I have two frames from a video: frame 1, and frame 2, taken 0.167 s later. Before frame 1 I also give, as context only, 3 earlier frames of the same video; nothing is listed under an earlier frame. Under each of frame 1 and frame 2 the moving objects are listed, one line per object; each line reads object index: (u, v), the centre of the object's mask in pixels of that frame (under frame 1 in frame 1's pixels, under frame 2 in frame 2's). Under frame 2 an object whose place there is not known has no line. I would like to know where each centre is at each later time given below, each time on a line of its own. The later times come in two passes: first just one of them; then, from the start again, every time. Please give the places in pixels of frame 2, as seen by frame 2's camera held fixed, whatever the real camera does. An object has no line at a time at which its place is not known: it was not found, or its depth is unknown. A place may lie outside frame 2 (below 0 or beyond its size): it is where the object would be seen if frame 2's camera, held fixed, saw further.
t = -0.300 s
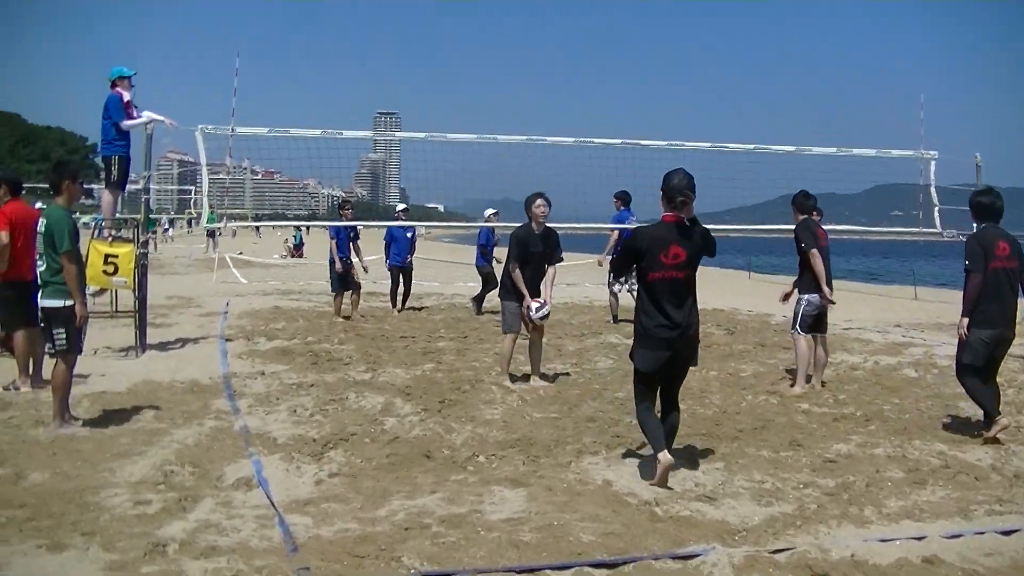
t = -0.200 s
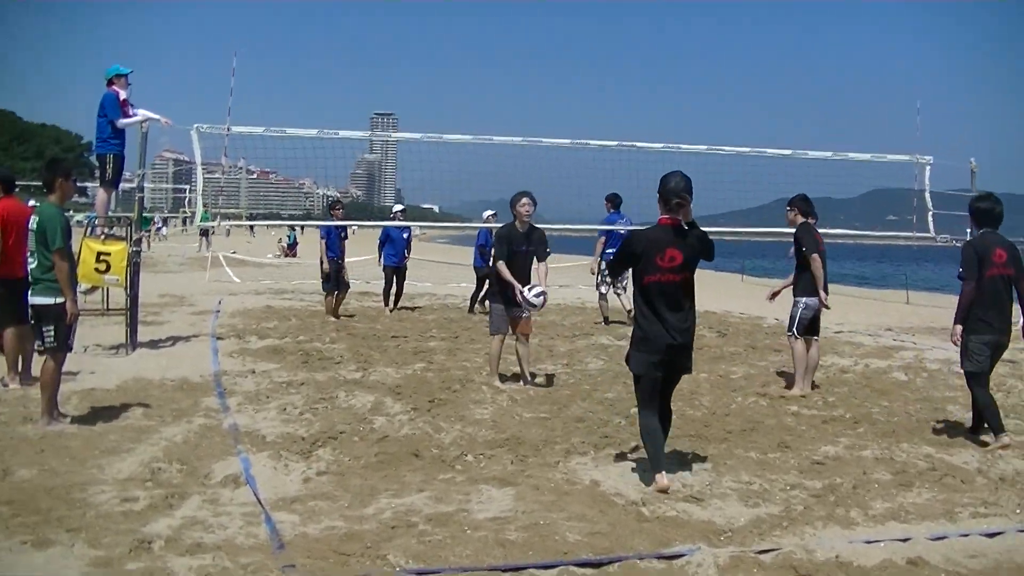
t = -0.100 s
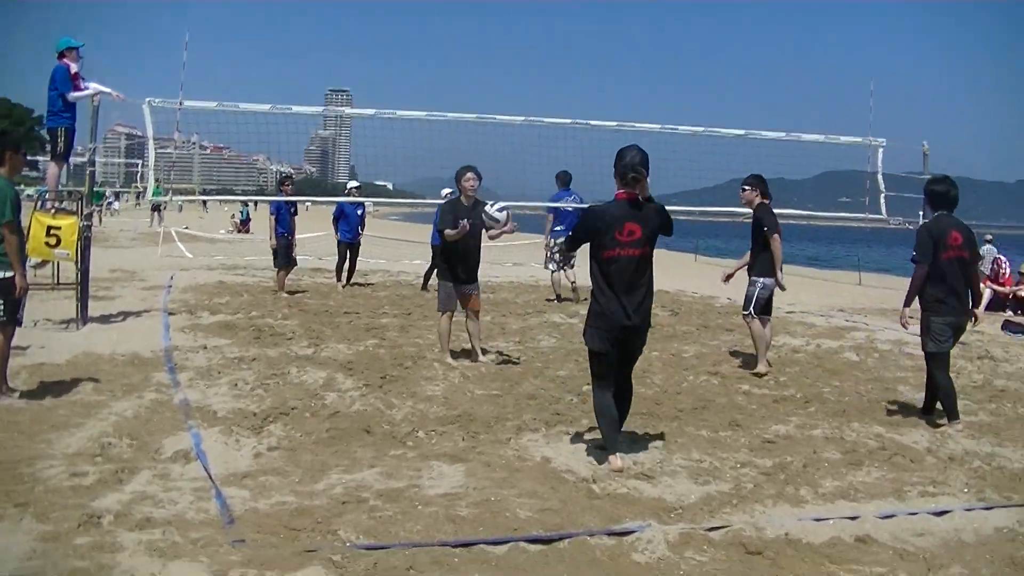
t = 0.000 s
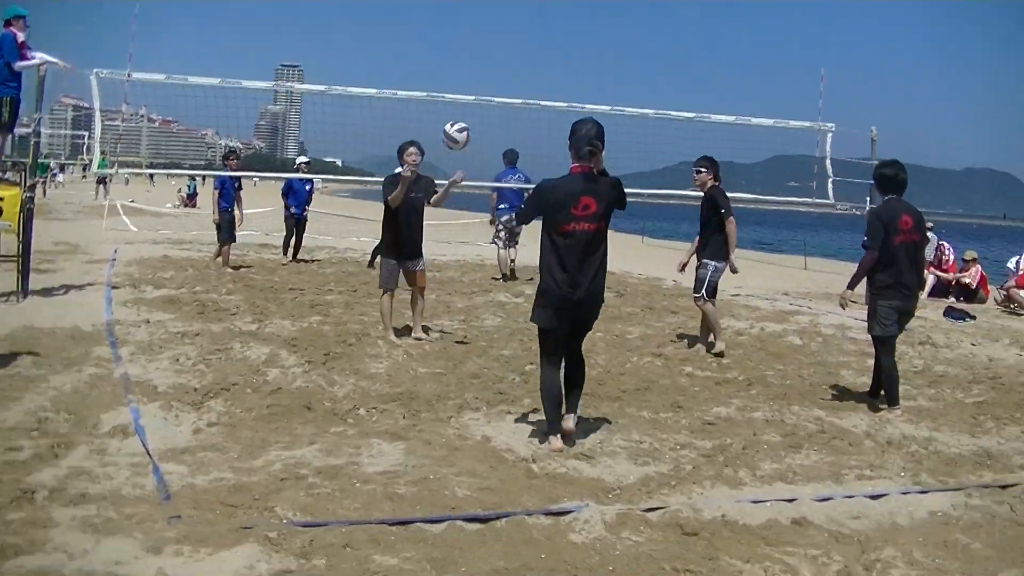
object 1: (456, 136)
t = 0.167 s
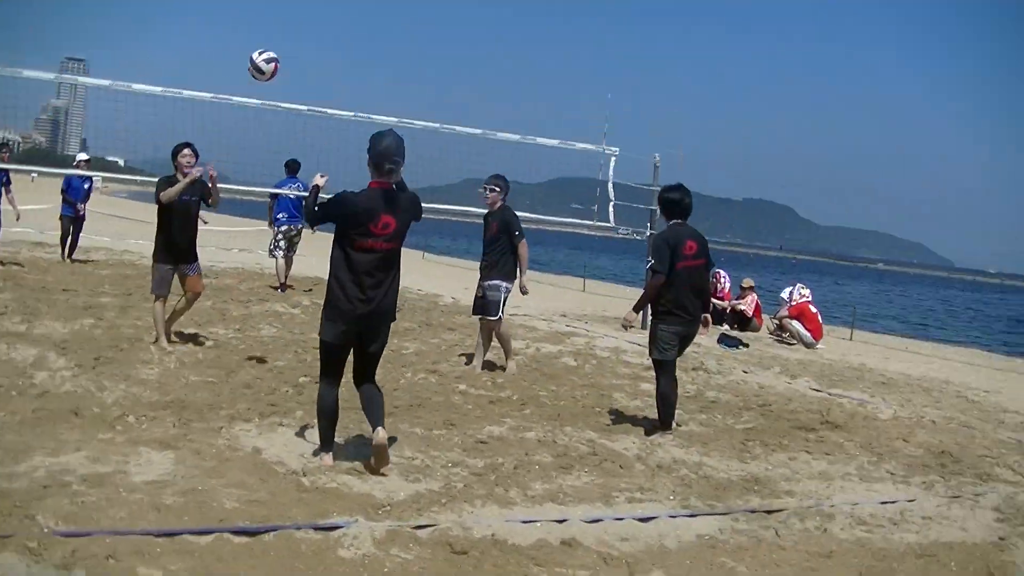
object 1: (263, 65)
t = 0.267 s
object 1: (266, 35)
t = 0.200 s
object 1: (258, 51)
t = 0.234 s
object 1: (262, 43)
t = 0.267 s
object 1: (266, 35)
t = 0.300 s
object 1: (272, 30)
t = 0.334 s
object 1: (275, 24)
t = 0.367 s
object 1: (278, 19)
